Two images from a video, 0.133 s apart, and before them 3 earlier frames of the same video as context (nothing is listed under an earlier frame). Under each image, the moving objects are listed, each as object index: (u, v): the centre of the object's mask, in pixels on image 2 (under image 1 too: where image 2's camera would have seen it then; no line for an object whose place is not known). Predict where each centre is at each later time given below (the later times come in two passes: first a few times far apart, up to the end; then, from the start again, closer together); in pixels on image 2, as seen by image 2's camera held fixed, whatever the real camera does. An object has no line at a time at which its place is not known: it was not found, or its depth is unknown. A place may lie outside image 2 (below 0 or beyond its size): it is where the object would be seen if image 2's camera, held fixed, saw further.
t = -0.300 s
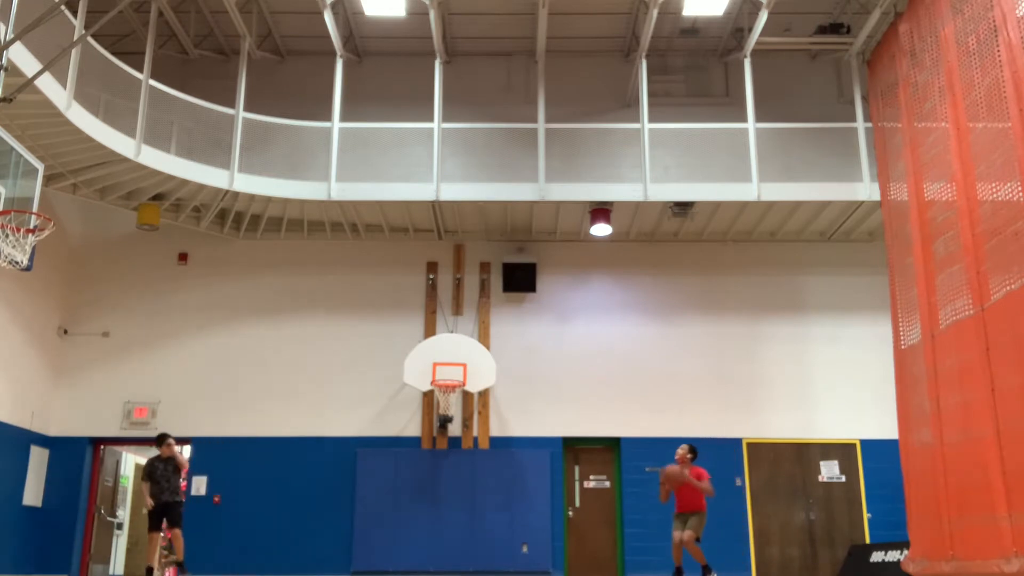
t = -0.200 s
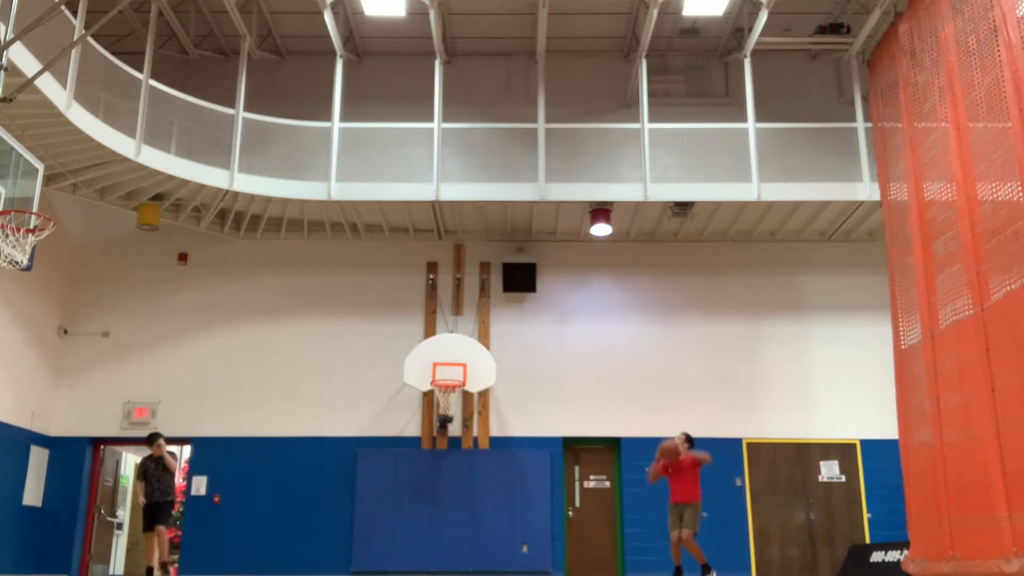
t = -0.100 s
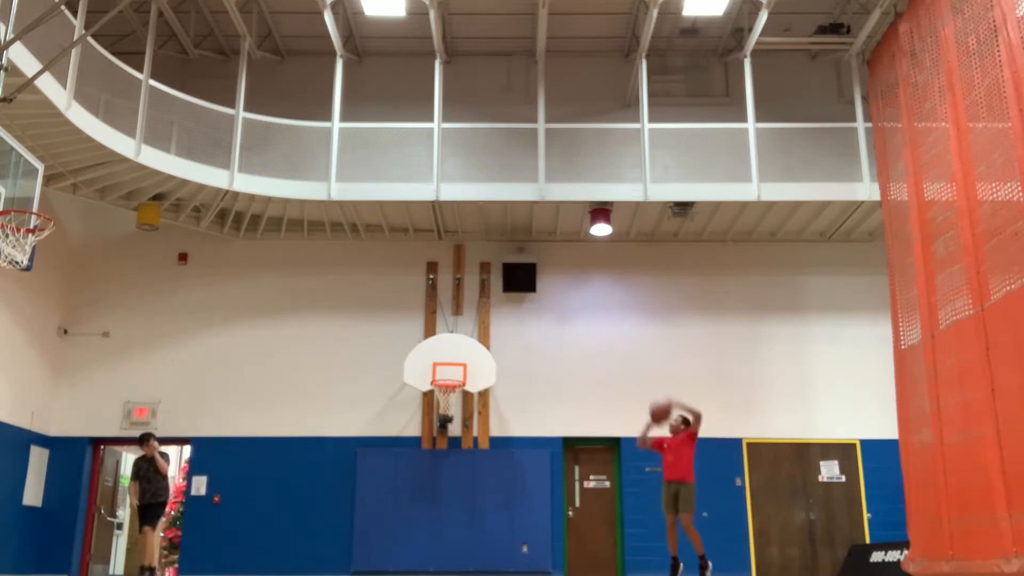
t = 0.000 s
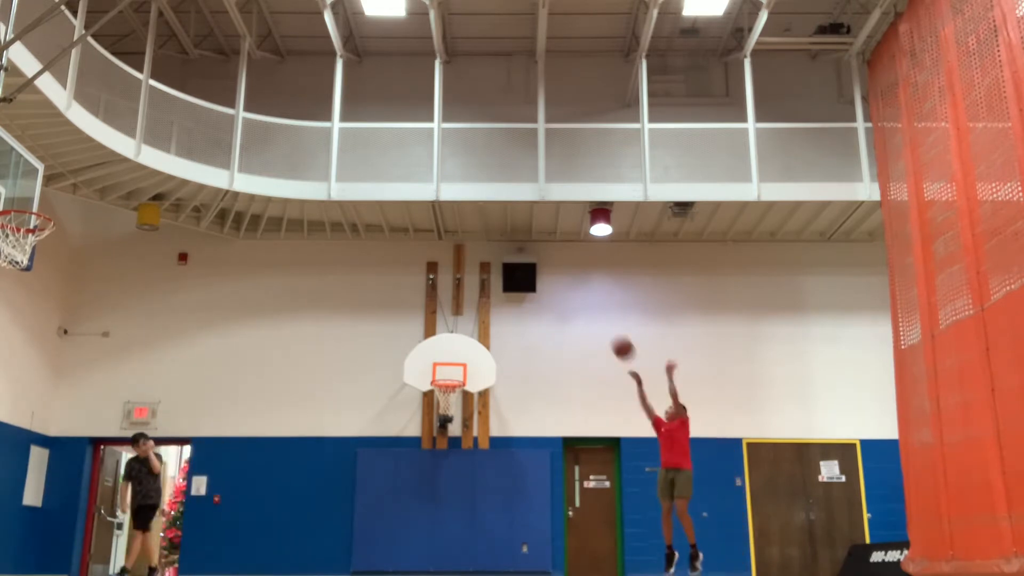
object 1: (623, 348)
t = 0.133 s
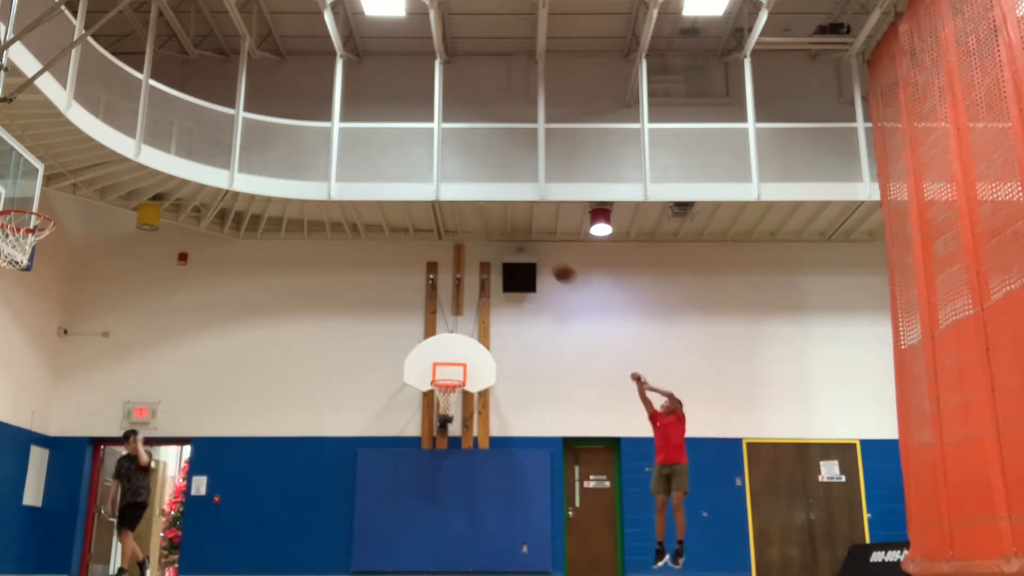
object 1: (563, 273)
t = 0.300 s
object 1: (489, 197)
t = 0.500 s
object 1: (400, 139)
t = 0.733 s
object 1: (288, 110)
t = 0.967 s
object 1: (166, 130)
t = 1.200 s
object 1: (22, 204)
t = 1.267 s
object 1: (23, 231)
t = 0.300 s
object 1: (489, 197)
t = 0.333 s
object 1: (474, 185)
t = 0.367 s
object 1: (460, 174)
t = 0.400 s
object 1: (445, 164)
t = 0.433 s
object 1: (430, 155)
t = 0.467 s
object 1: (415, 147)
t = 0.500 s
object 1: (400, 139)
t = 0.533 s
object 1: (384, 132)
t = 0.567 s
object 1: (369, 126)
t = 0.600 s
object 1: (353, 122)
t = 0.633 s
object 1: (337, 117)
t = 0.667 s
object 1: (321, 114)
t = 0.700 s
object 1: (305, 111)
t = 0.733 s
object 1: (288, 110)
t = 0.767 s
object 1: (272, 110)
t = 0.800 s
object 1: (256, 111)
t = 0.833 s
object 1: (238, 113)
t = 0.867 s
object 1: (221, 116)
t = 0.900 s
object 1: (201, 120)
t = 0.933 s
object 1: (183, 124)
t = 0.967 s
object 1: (166, 130)
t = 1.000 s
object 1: (147, 137)
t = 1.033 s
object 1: (127, 144)
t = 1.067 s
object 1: (105, 155)
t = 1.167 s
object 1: (45, 190)
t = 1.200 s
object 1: (22, 204)
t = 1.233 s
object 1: (15, 219)
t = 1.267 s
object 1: (23, 231)
